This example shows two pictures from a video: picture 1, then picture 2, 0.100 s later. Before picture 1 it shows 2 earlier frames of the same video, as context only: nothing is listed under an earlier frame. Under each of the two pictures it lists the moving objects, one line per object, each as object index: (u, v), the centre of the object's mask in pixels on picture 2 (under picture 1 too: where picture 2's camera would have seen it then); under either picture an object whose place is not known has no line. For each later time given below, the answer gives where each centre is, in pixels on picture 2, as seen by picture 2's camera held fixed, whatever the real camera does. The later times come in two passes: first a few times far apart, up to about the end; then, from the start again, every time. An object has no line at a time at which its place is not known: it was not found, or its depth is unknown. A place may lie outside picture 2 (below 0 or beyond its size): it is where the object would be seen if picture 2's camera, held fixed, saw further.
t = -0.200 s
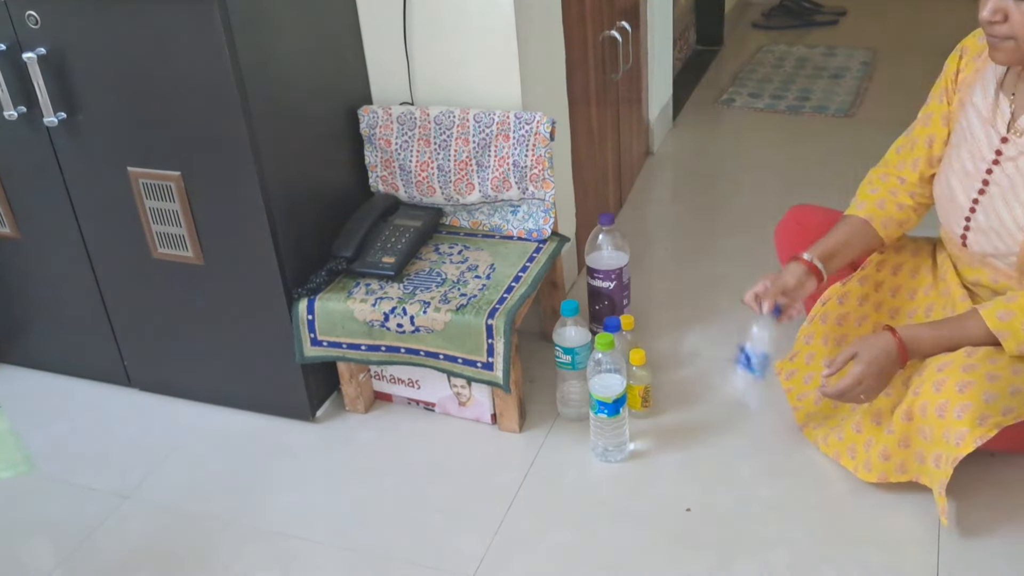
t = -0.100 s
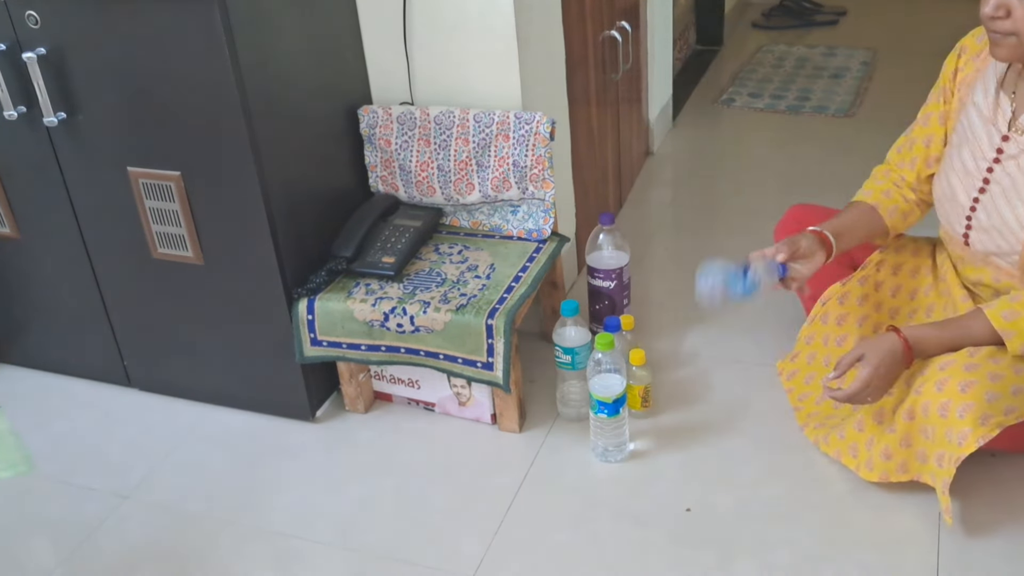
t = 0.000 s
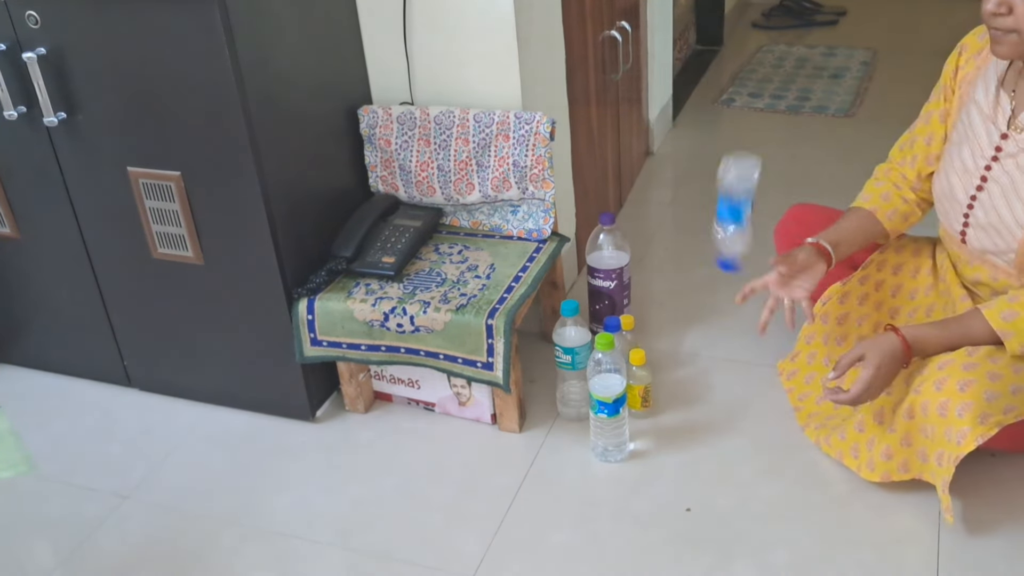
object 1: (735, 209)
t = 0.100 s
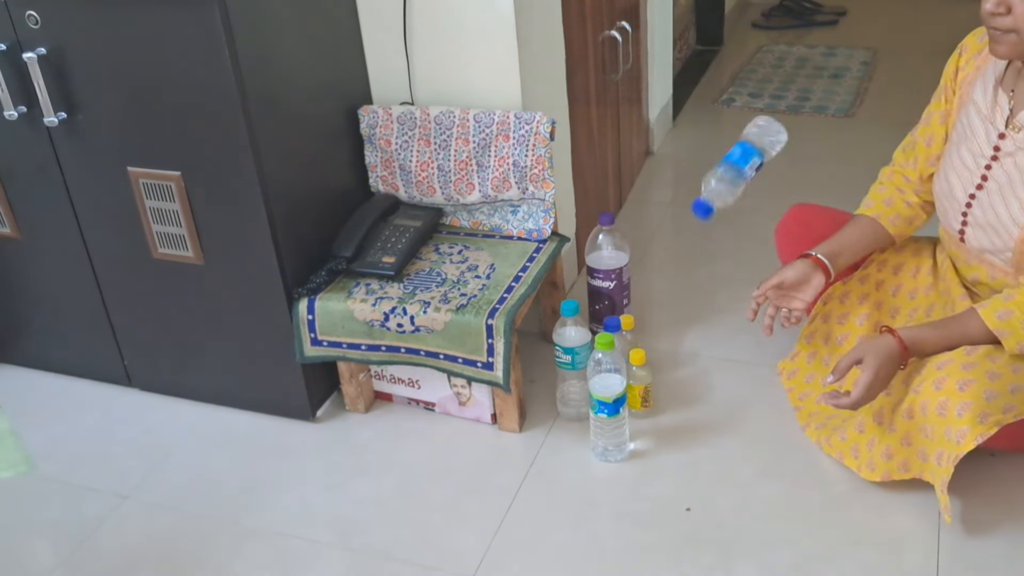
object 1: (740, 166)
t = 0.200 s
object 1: (751, 188)
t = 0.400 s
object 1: (758, 386)
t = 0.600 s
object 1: (741, 411)
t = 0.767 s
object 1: (733, 409)
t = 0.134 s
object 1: (744, 165)
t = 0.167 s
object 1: (748, 172)
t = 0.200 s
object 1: (751, 188)
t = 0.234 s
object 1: (754, 210)
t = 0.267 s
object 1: (756, 240)
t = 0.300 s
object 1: (756, 275)
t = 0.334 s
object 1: (761, 317)
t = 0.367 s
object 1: (761, 351)
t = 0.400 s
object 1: (758, 386)
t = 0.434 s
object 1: (758, 390)
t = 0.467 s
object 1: (755, 391)
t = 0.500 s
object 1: (744, 399)
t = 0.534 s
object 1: (739, 416)
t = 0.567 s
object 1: (743, 412)
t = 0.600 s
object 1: (741, 411)
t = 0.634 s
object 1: (741, 410)
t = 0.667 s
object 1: (738, 411)
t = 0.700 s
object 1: (736, 411)
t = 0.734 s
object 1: (735, 410)
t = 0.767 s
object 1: (733, 409)
